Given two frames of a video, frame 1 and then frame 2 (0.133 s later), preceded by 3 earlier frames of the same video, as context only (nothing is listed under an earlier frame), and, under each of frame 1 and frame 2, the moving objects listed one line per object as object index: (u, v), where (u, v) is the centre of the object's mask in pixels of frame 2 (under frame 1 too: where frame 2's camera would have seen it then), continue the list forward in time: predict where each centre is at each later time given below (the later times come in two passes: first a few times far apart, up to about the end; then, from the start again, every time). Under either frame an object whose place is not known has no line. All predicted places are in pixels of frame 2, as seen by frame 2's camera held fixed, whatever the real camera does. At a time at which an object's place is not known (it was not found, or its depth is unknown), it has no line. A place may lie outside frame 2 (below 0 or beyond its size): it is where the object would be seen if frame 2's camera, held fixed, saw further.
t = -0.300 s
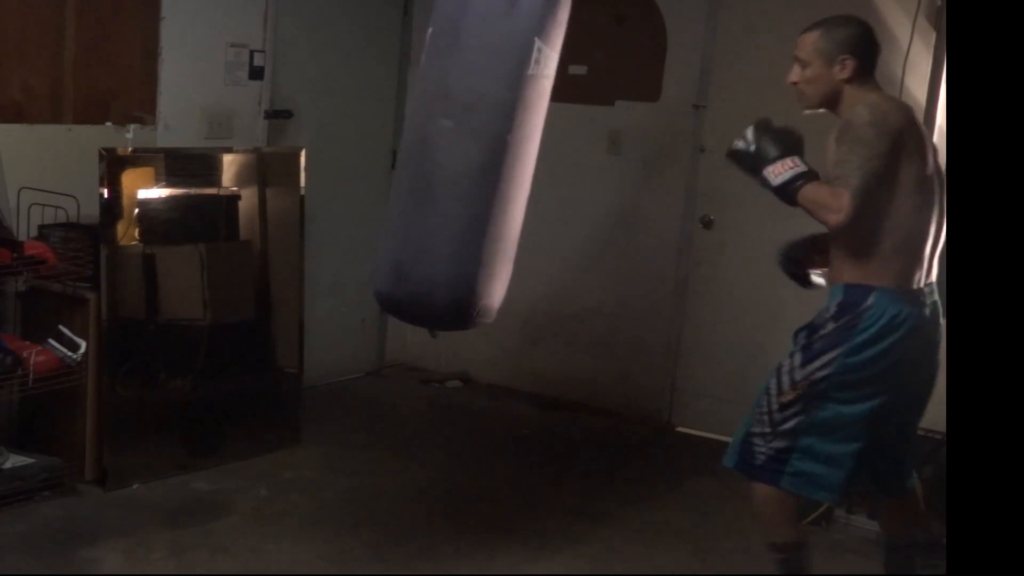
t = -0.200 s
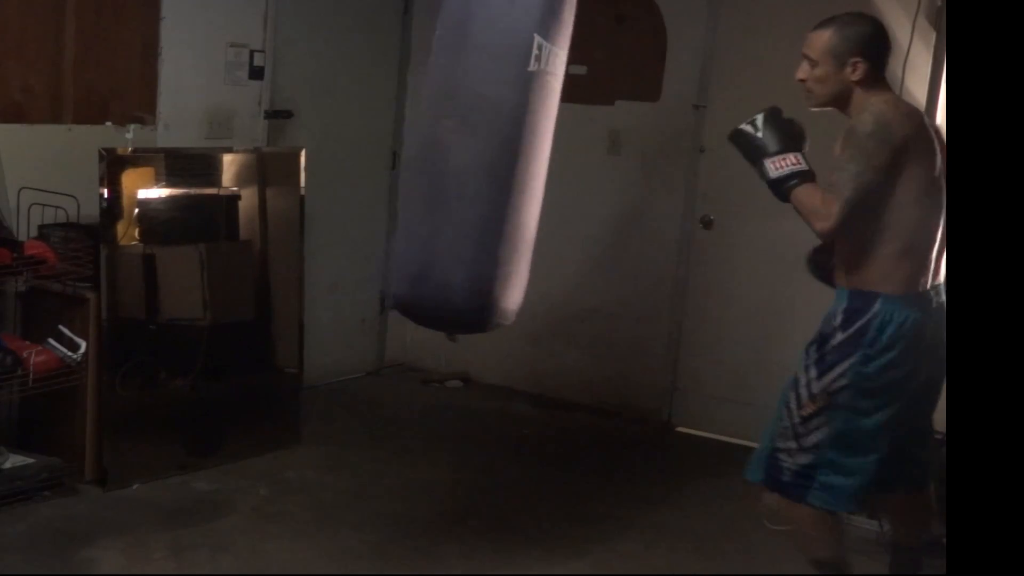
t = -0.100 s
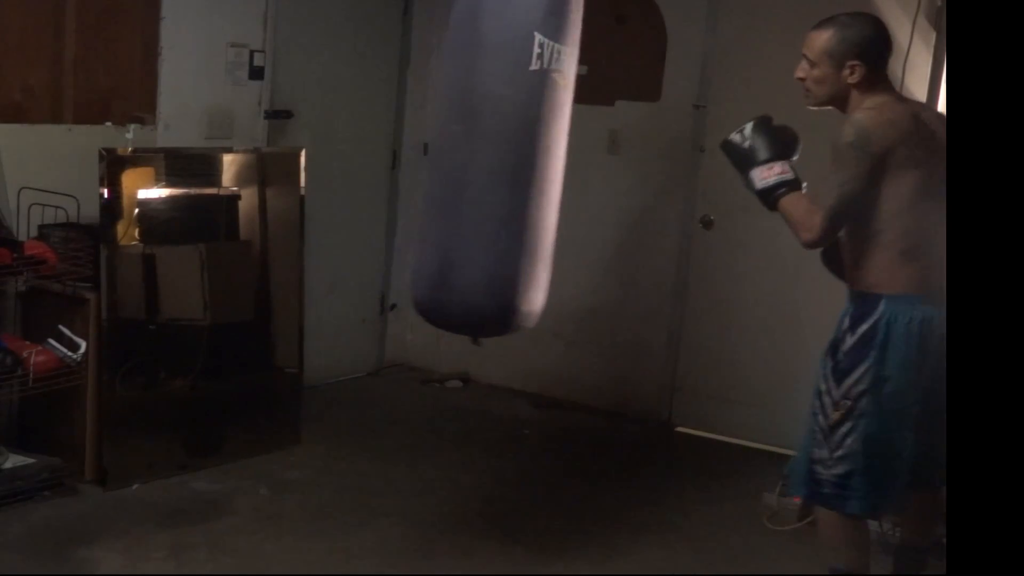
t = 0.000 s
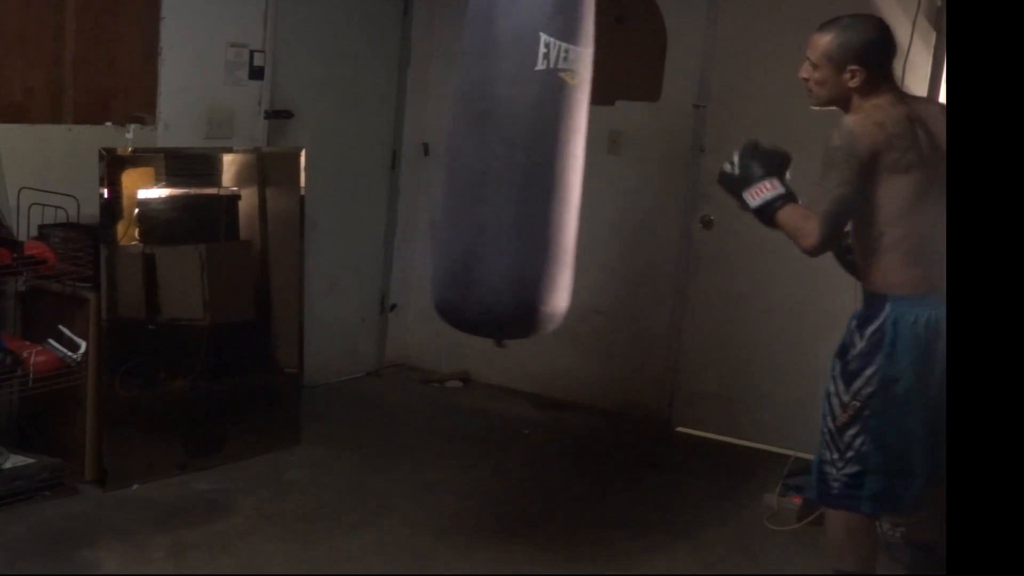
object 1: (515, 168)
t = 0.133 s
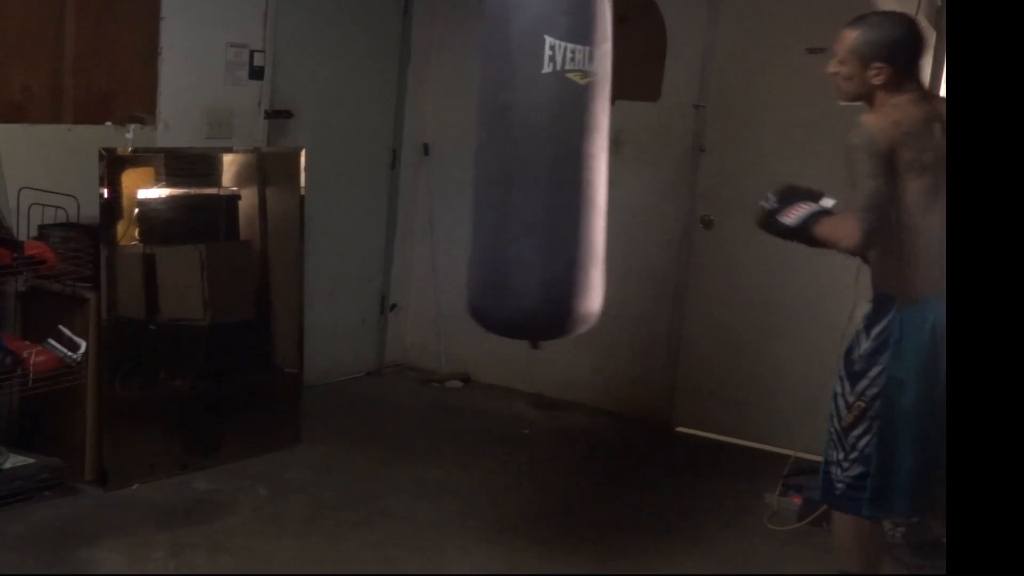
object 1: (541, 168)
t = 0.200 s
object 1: (553, 168)
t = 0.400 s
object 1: (581, 166)
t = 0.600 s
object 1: (592, 161)
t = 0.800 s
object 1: (584, 158)
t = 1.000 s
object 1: (562, 157)
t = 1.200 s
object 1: (529, 155)
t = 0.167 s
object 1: (547, 168)
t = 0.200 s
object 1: (553, 168)
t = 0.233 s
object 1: (558, 168)
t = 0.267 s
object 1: (564, 167)
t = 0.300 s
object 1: (569, 167)
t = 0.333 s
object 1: (573, 166)
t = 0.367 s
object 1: (578, 166)
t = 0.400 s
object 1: (581, 166)
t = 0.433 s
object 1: (584, 165)
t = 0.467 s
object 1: (586, 164)
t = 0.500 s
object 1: (588, 163)
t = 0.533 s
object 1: (590, 163)
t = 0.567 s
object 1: (591, 162)
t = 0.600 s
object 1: (592, 161)
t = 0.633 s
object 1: (592, 161)
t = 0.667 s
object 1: (592, 160)
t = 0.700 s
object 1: (591, 159)
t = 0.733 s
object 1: (589, 159)
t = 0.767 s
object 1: (586, 159)
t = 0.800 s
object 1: (584, 158)
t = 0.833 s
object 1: (581, 158)
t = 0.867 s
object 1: (578, 158)
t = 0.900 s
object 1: (575, 157)
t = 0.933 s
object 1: (571, 157)
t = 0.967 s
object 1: (566, 156)
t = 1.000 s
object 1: (562, 157)
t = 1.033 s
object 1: (556, 155)
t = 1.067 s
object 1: (551, 156)
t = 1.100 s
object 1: (546, 156)
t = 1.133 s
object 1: (540, 156)
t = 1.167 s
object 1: (534, 155)
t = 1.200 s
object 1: (529, 155)
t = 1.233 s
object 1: (523, 155)
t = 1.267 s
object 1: (518, 156)
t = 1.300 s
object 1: (512, 156)
